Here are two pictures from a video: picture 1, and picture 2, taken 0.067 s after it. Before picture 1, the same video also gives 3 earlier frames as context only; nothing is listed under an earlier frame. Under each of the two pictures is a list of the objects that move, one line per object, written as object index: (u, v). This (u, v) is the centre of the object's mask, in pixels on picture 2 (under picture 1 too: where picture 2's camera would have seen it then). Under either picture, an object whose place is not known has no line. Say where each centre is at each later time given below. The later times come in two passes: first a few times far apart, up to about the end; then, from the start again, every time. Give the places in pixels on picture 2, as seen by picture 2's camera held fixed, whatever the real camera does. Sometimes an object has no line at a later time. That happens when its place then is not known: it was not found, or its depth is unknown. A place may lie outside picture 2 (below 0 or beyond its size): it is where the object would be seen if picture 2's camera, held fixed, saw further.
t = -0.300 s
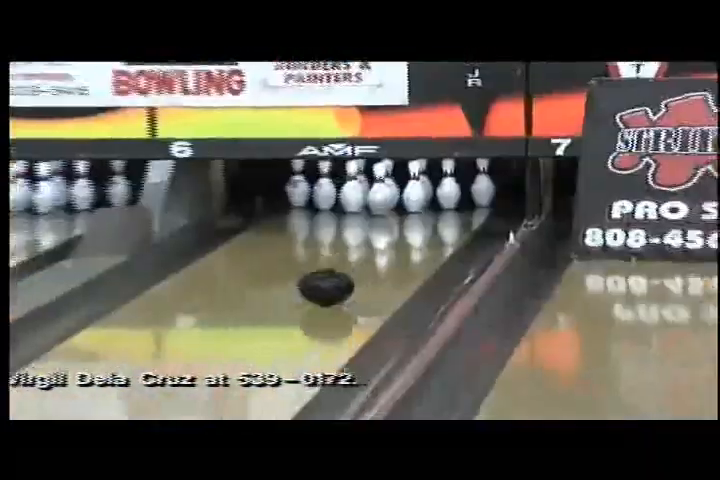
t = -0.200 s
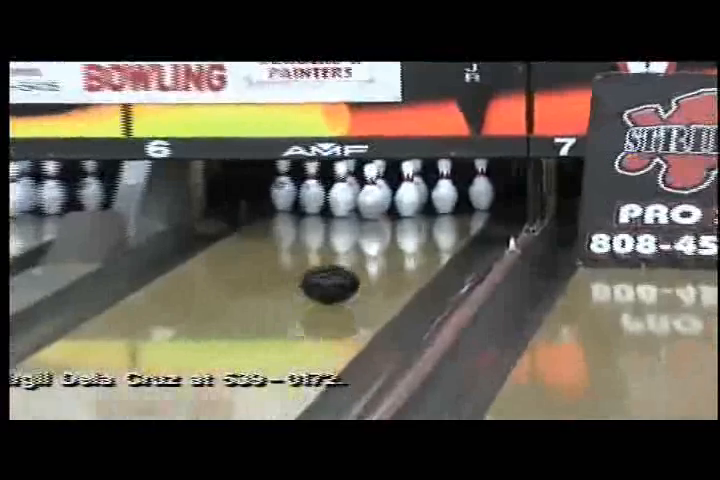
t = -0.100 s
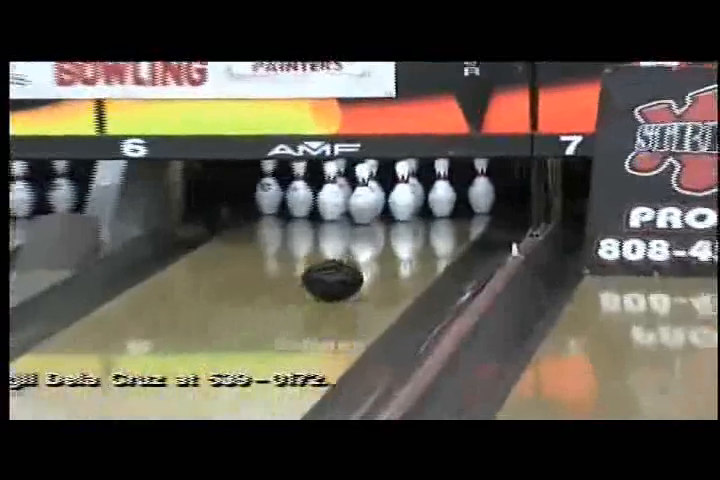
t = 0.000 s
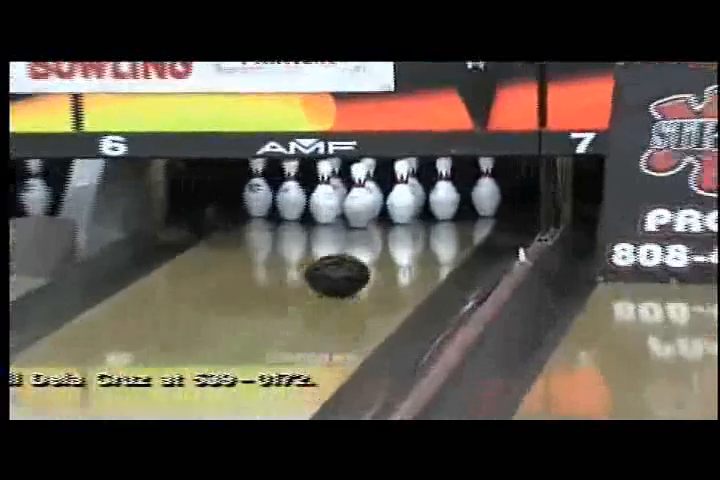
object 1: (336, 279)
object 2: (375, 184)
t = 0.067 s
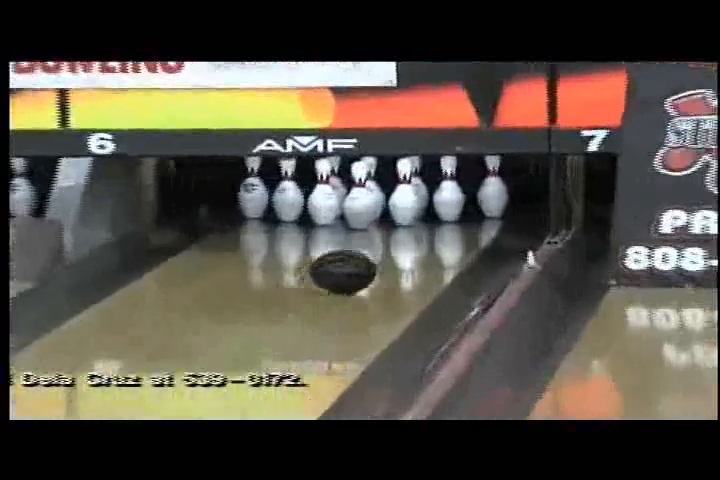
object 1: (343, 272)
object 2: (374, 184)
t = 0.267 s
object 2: (373, 186)
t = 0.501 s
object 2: (373, 186)
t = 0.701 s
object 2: (366, 171)
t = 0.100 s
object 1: (345, 268)
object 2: (374, 184)
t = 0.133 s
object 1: (347, 264)
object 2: (374, 184)
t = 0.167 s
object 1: (348, 260)
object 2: (373, 185)
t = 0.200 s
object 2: (373, 185)
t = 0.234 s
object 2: (373, 185)
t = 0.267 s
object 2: (373, 186)
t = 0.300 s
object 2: (373, 186)
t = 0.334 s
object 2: (373, 187)
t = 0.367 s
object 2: (373, 186)
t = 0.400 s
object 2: (373, 187)
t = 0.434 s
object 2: (373, 186)
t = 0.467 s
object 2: (373, 186)
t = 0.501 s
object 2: (373, 186)
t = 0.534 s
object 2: (373, 186)
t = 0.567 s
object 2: (374, 186)
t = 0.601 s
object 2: (375, 186)
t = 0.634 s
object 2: (375, 187)
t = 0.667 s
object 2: (375, 188)
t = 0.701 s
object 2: (366, 171)
